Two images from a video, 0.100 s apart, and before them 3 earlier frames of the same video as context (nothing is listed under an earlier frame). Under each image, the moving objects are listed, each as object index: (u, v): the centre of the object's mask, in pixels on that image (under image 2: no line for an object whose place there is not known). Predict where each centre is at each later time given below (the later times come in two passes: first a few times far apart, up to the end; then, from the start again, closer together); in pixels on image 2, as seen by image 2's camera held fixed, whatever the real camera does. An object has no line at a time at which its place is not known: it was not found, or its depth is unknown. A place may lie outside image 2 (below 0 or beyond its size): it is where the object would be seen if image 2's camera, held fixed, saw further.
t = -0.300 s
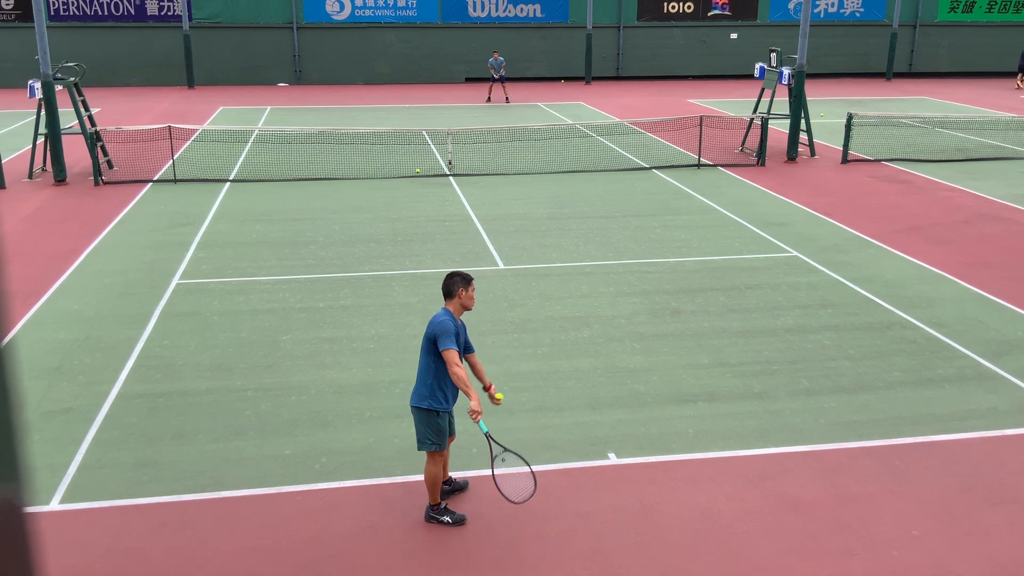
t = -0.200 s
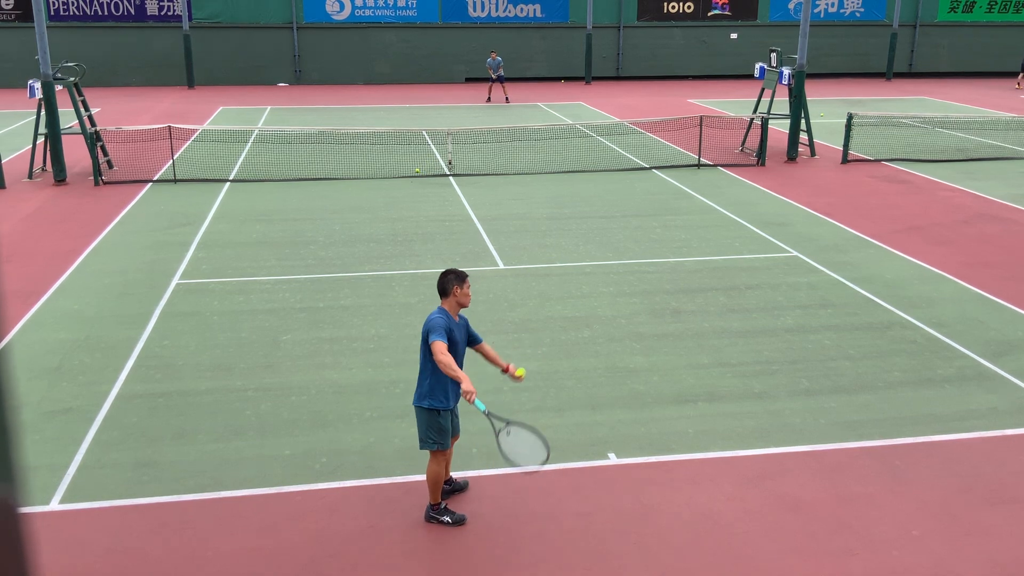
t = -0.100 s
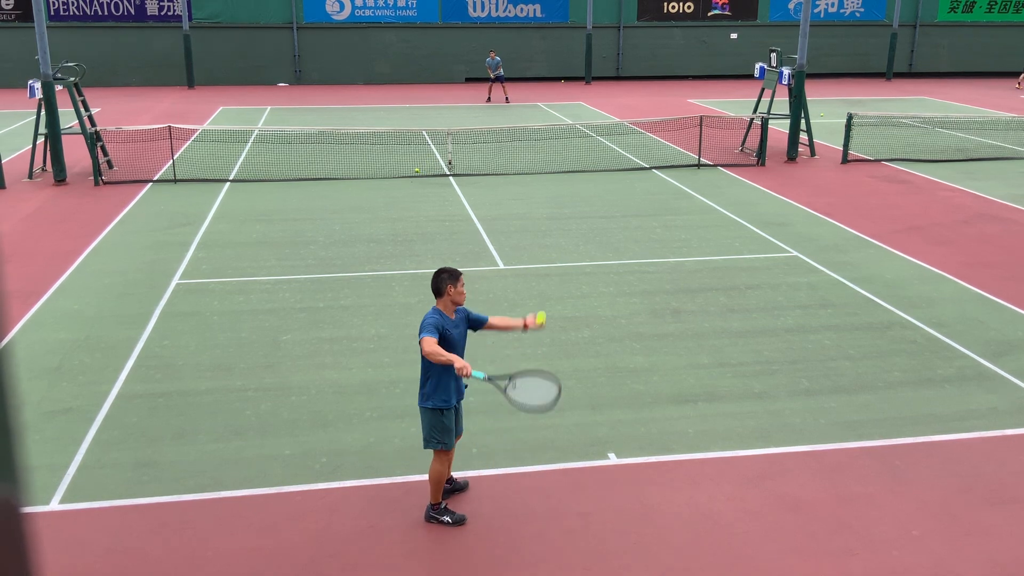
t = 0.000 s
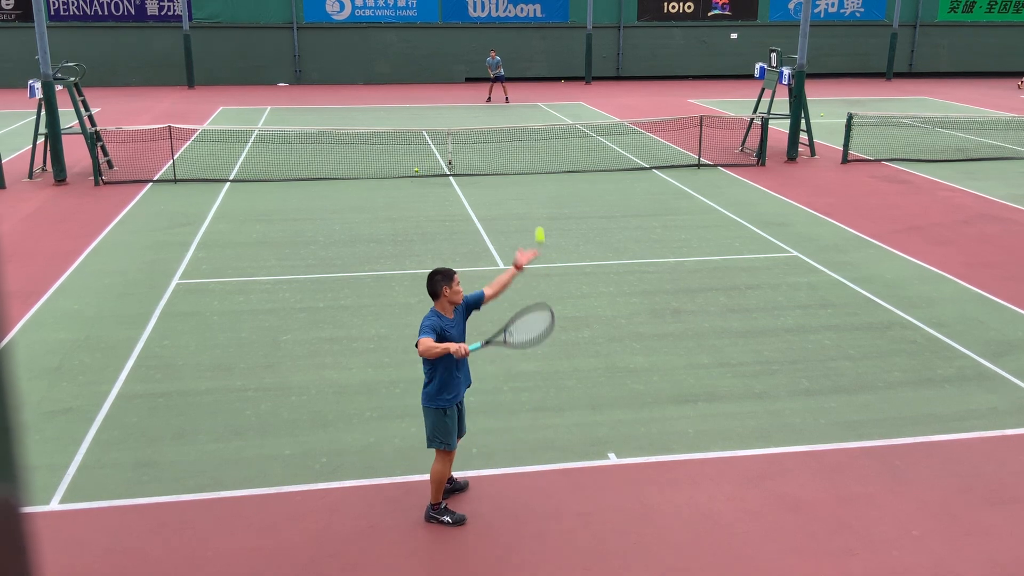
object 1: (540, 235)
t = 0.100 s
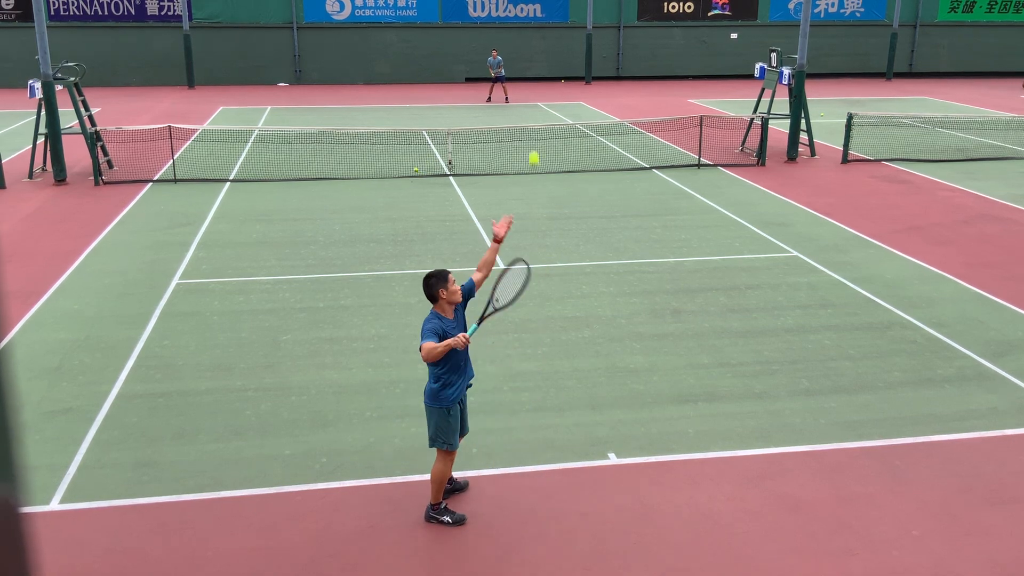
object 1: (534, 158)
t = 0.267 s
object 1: (523, 55)
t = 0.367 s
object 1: (517, 10)
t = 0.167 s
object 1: (530, 113)
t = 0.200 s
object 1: (527, 92)
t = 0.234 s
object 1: (525, 73)
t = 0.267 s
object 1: (523, 55)
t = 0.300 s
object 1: (521, 39)
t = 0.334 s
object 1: (519, 24)
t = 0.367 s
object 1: (517, 10)
